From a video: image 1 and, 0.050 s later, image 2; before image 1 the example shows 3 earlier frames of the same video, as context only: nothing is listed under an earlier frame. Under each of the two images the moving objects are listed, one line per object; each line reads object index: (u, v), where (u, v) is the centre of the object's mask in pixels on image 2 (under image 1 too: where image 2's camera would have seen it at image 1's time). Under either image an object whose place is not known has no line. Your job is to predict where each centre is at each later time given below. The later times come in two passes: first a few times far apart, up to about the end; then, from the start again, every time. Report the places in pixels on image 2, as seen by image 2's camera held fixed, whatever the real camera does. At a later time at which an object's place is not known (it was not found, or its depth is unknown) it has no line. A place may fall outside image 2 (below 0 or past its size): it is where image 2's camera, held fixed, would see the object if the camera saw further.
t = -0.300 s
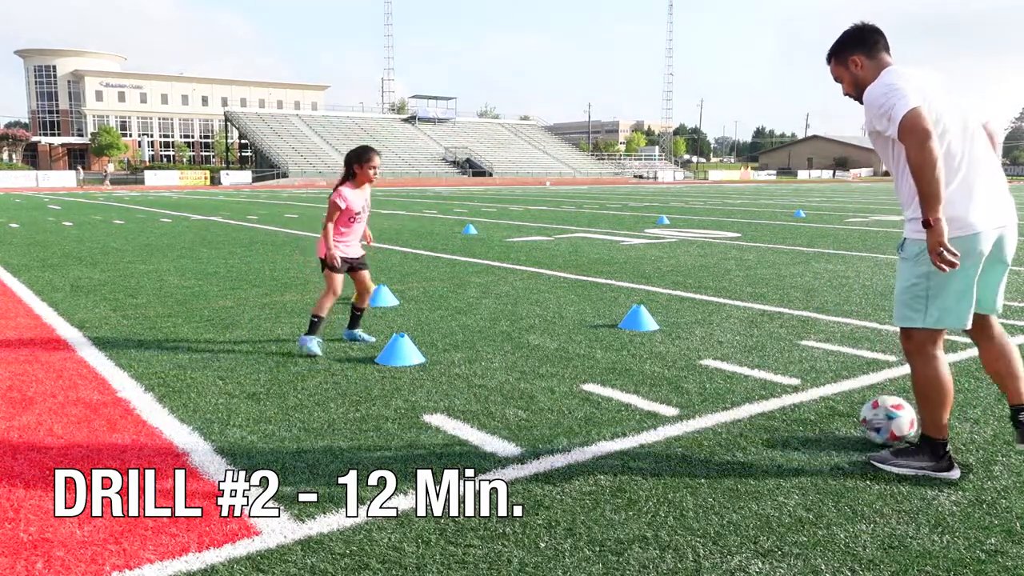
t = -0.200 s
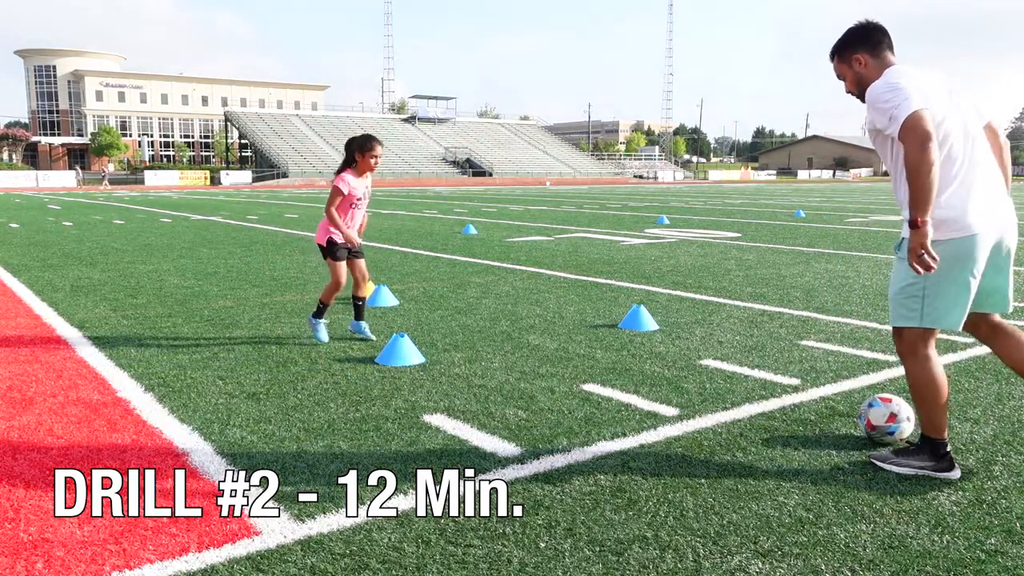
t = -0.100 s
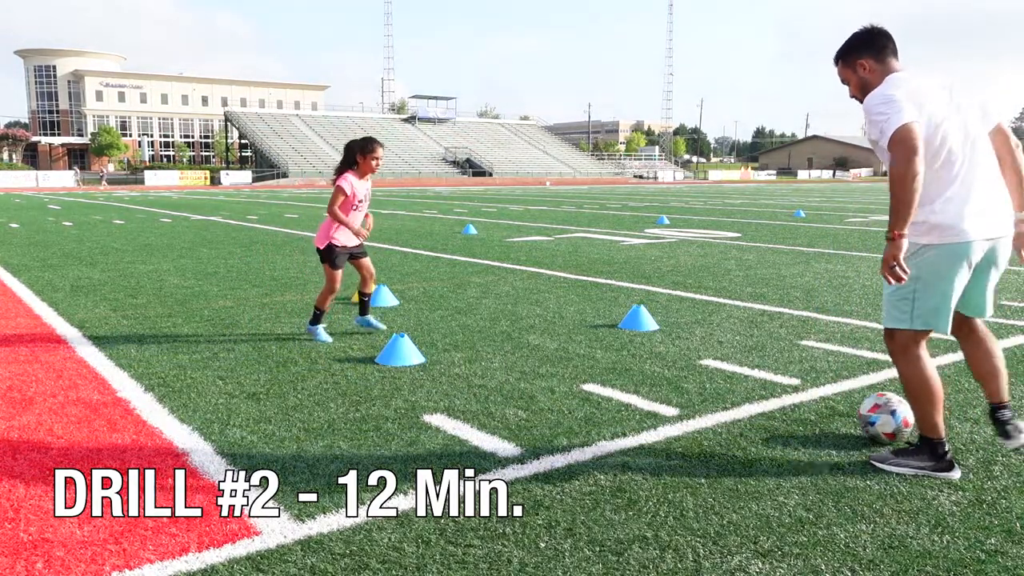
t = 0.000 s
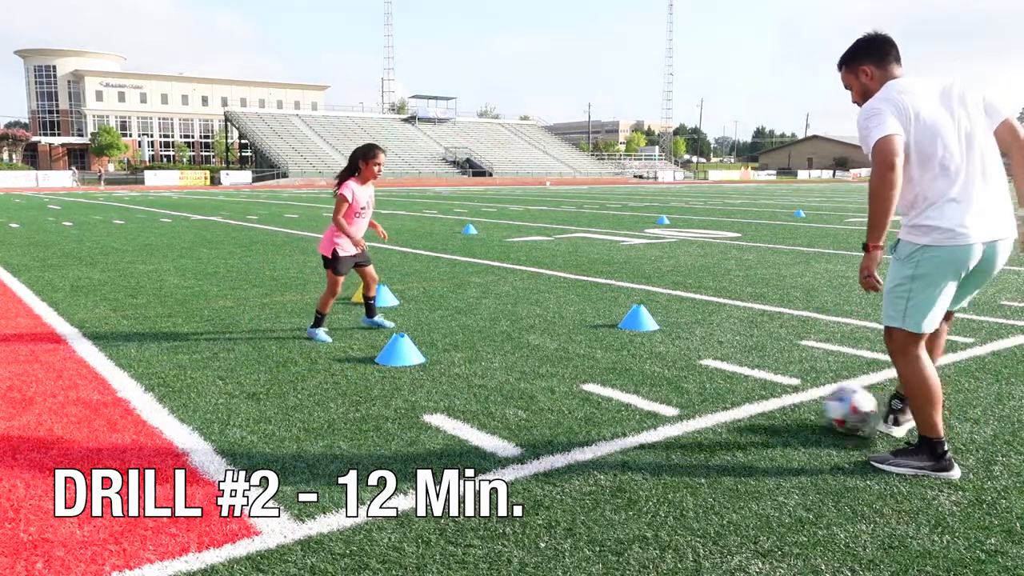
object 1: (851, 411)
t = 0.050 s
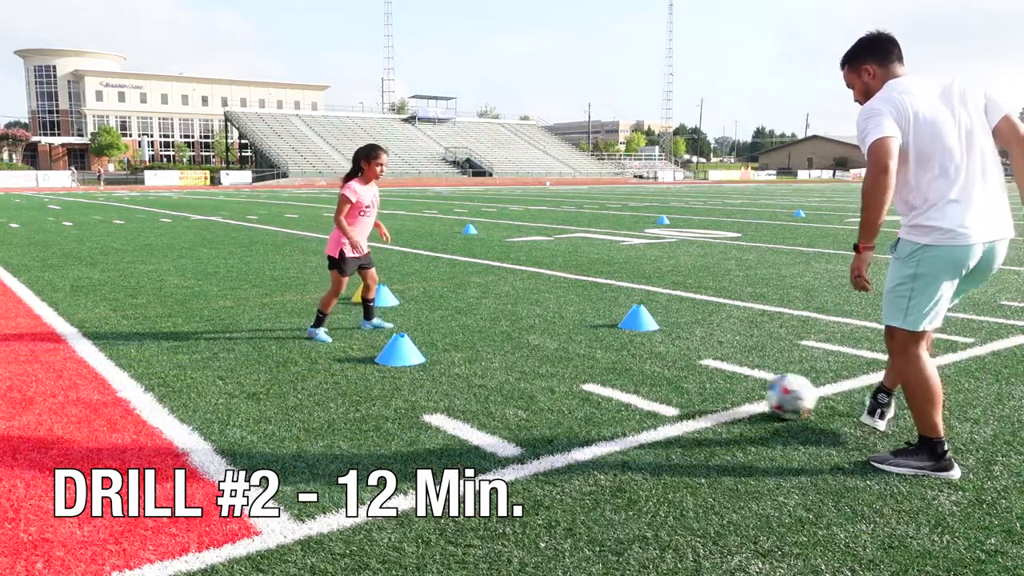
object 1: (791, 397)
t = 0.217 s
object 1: (645, 366)
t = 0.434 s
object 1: (531, 342)
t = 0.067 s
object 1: (773, 392)
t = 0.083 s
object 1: (755, 390)
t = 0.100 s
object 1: (739, 385)
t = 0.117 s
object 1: (724, 380)
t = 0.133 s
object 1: (710, 377)
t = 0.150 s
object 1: (695, 375)
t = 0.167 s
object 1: (683, 373)
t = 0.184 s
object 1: (669, 371)
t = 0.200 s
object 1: (657, 369)
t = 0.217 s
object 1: (645, 366)
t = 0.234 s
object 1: (634, 363)
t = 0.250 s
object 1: (622, 360)
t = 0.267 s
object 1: (612, 359)
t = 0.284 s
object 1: (604, 358)
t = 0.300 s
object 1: (594, 354)
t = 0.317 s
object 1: (585, 352)
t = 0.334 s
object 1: (577, 350)
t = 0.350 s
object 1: (569, 347)
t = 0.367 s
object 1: (561, 347)
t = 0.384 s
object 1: (554, 346)
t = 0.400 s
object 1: (546, 346)
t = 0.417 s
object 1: (538, 344)
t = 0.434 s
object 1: (531, 342)
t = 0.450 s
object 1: (525, 340)
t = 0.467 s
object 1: (518, 338)
